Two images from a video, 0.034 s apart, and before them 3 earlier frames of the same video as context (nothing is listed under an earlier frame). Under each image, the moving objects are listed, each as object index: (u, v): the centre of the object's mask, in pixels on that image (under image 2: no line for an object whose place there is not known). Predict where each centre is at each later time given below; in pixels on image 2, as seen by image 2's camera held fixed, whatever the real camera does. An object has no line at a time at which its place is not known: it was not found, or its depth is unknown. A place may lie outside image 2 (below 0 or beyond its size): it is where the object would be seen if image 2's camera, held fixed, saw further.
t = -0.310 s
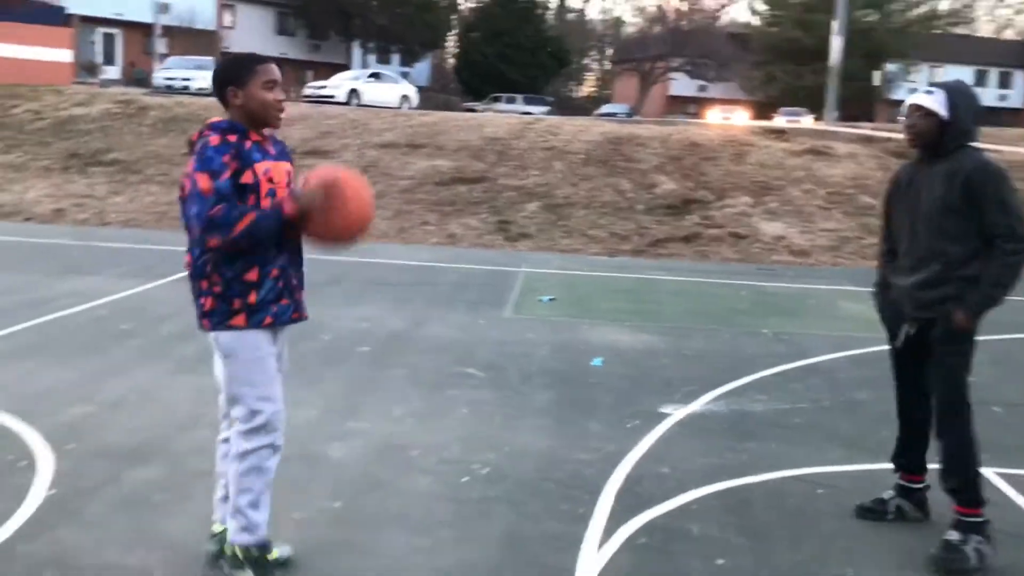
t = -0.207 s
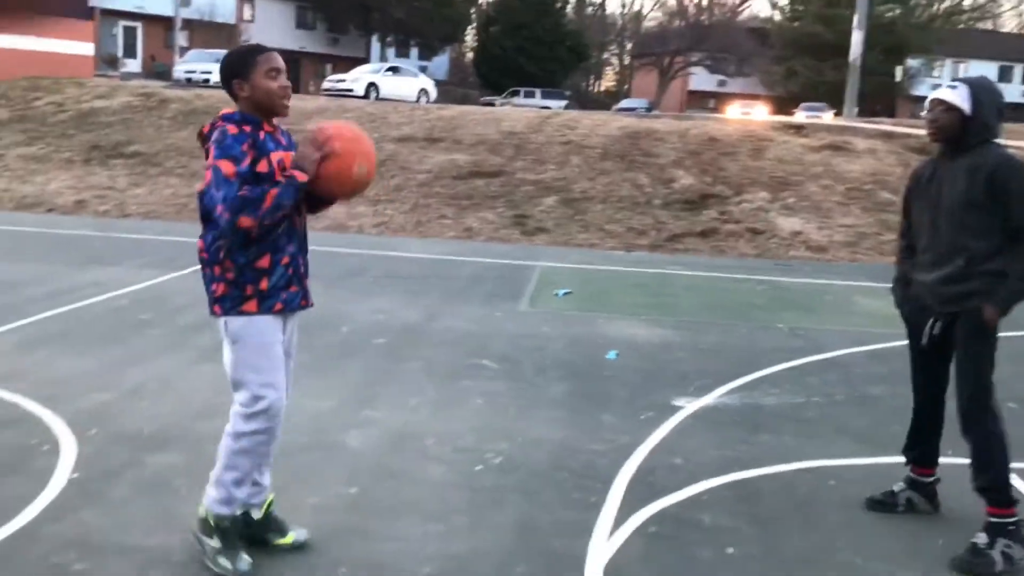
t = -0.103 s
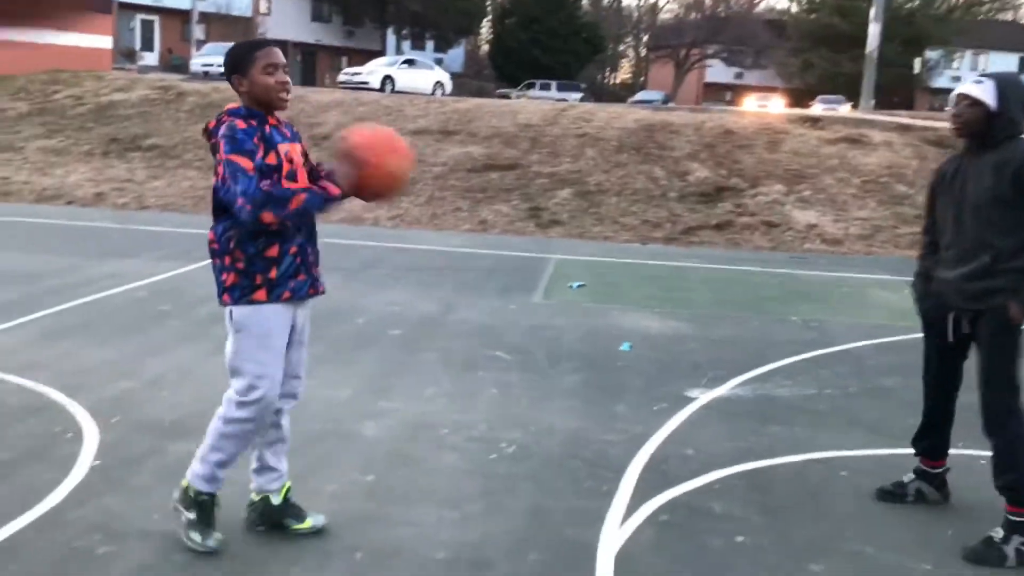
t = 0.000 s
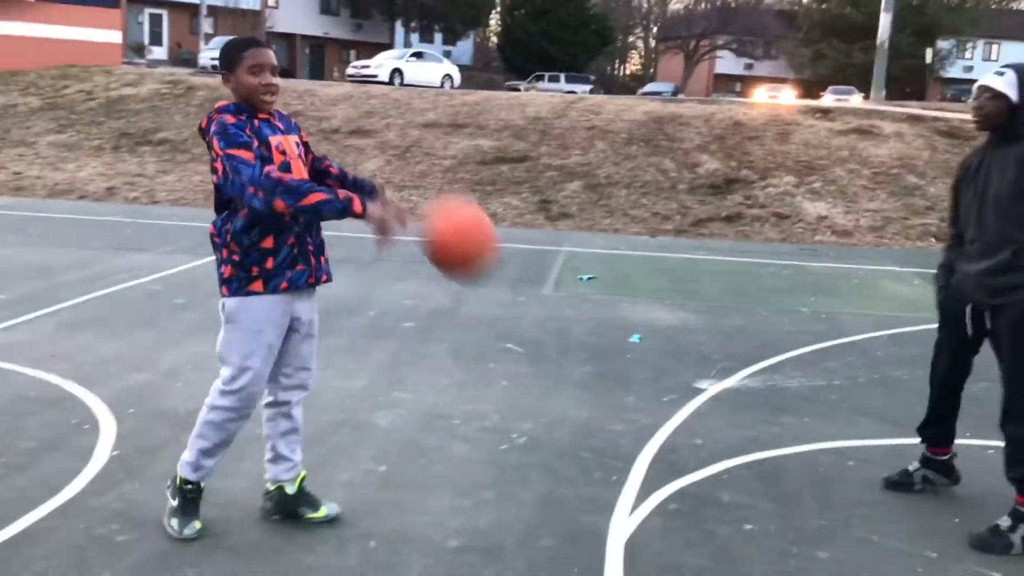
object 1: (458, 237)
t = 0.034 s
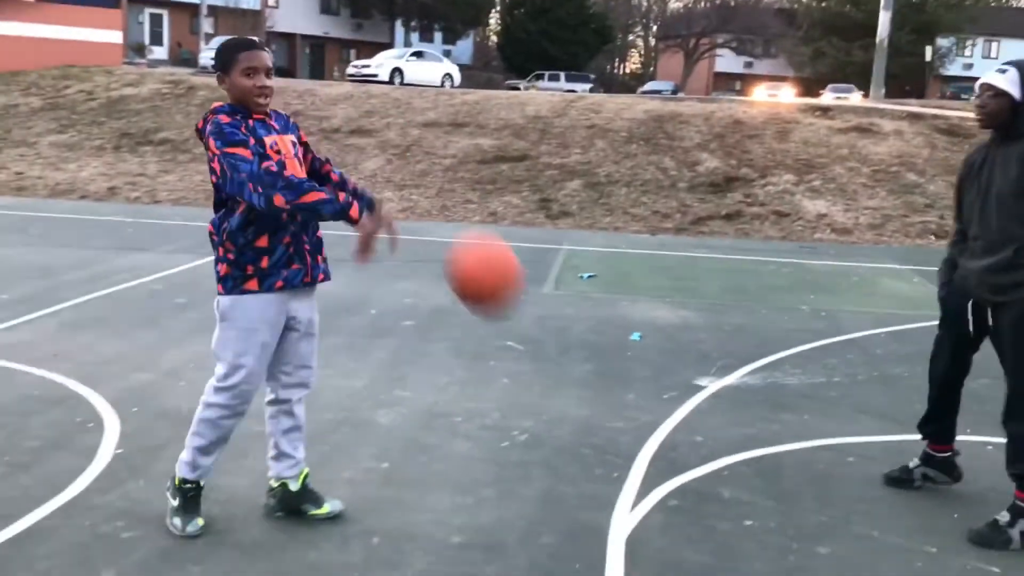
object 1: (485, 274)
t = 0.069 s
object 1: (509, 312)
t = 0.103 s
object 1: (533, 353)
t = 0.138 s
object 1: (556, 397)
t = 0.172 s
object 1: (578, 442)
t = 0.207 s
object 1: (598, 490)
